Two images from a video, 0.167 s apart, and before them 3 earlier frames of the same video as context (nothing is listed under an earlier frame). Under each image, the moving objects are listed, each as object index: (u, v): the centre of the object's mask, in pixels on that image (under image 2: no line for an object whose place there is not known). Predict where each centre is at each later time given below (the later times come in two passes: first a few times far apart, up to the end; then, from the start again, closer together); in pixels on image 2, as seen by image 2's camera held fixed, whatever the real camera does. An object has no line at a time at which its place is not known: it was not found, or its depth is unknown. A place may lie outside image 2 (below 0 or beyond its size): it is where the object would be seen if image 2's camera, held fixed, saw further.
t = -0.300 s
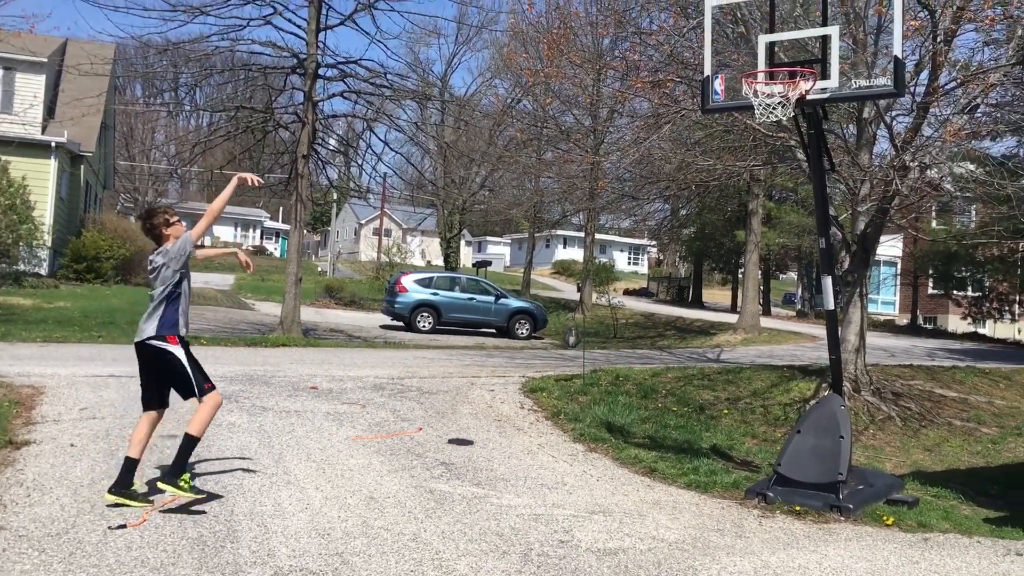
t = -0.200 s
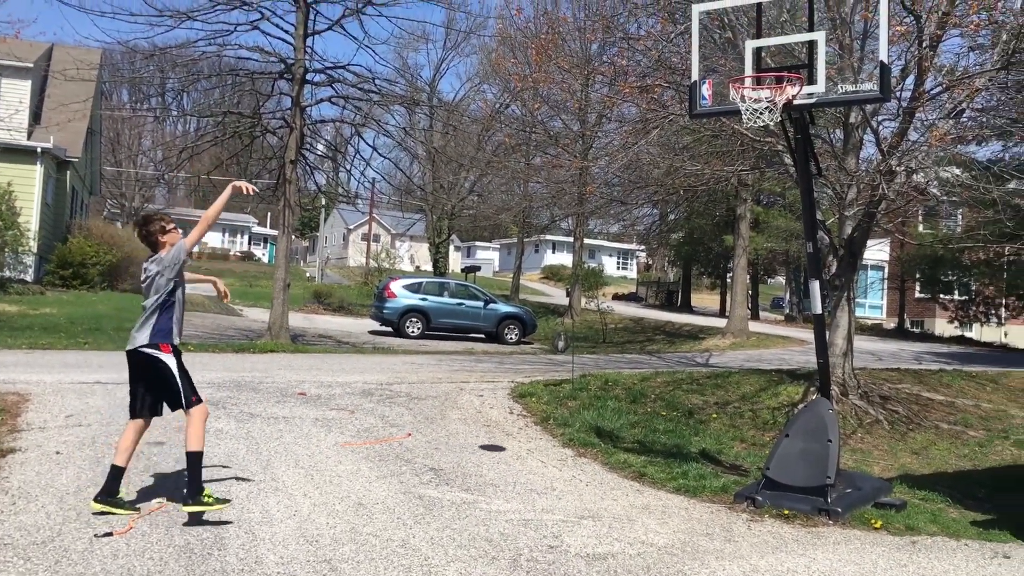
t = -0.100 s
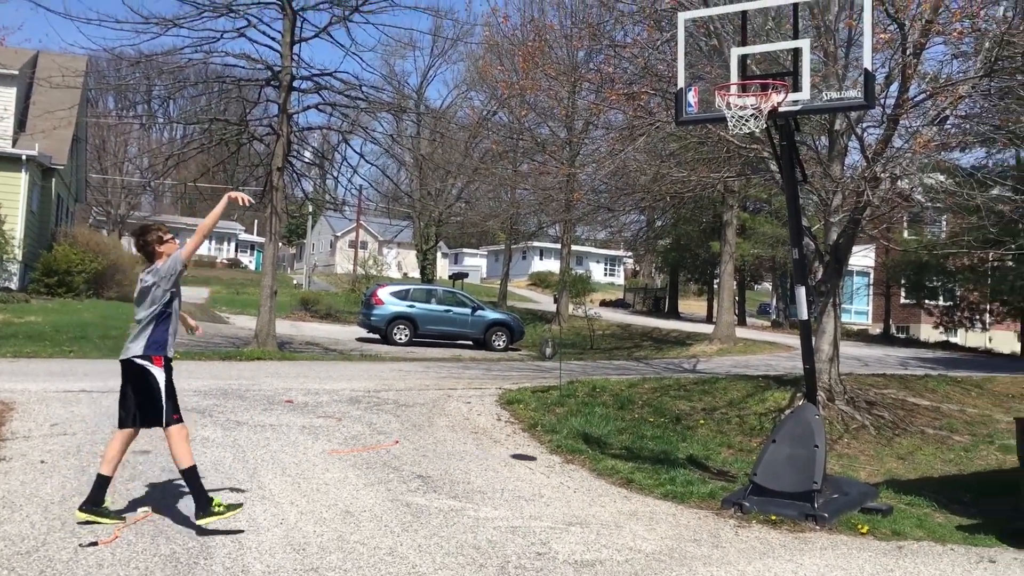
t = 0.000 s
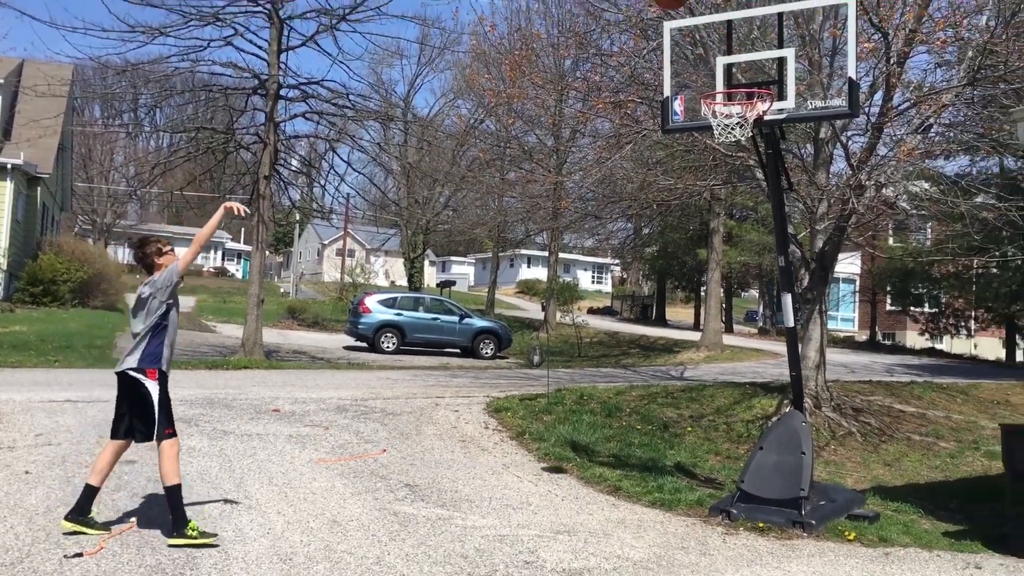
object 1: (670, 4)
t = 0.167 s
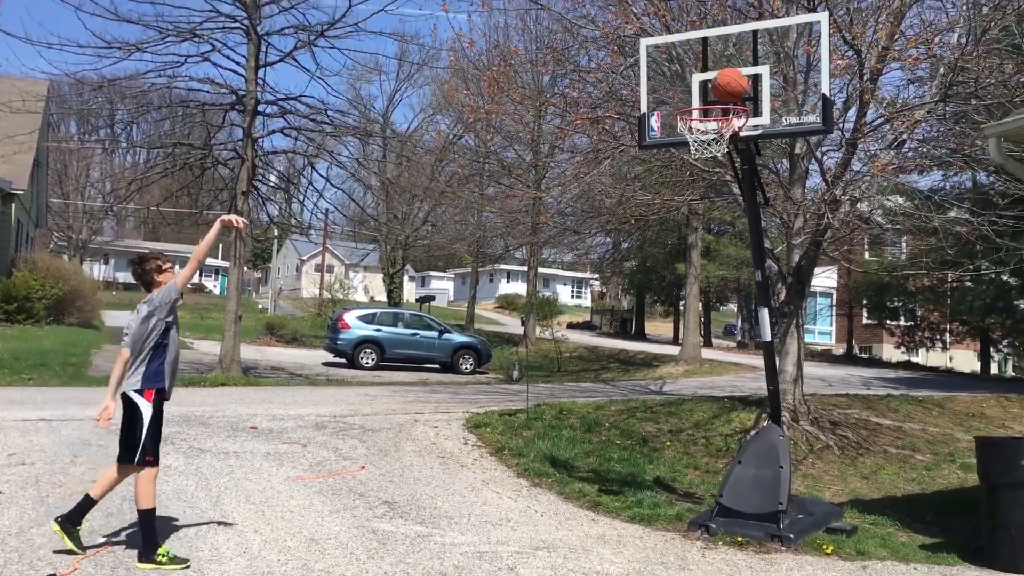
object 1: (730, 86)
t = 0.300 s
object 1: (726, 69)
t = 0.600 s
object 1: (687, 74)
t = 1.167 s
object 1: (600, 356)
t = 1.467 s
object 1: (577, 417)
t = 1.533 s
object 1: (577, 372)
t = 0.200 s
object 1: (738, 92)
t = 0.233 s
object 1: (734, 84)
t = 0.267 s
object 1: (730, 76)
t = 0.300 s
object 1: (726, 69)
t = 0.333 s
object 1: (722, 63)
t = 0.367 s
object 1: (717, 59)
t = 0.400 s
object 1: (713, 56)
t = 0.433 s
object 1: (708, 56)
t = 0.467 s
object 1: (704, 57)
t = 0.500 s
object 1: (700, 59)
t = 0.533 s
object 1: (696, 63)
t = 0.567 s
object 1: (692, 68)
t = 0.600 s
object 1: (687, 74)
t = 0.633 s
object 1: (682, 81)
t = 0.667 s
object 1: (678, 88)
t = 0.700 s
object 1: (673, 96)
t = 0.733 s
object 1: (668, 105)
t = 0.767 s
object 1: (663, 116)
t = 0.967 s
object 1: (634, 211)
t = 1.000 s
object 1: (629, 232)
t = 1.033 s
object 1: (623, 254)
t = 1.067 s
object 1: (617, 278)
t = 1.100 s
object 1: (607, 303)
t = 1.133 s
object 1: (606, 328)
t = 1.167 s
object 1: (600, 356)
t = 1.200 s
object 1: (597, 384)
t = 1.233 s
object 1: (591, 414)
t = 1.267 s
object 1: (586, 445)
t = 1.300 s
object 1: (581, 477)
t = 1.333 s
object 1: (576, 511)
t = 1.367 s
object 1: (575, 498)
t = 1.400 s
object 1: (575, 469)
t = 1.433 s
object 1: (576, 443)
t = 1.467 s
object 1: (577, 417)
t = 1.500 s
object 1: (576, 394)
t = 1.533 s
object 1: (577, 372)
